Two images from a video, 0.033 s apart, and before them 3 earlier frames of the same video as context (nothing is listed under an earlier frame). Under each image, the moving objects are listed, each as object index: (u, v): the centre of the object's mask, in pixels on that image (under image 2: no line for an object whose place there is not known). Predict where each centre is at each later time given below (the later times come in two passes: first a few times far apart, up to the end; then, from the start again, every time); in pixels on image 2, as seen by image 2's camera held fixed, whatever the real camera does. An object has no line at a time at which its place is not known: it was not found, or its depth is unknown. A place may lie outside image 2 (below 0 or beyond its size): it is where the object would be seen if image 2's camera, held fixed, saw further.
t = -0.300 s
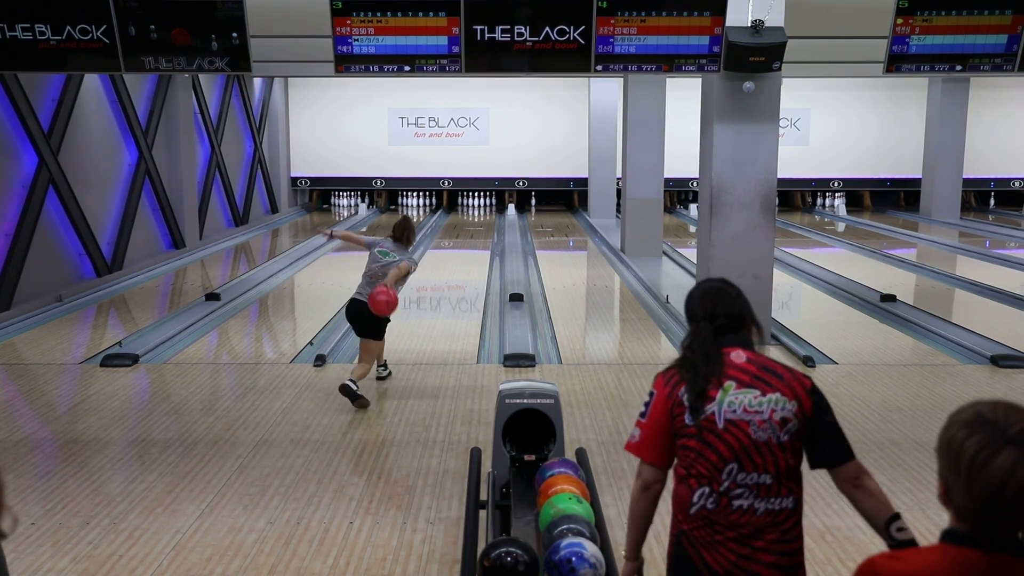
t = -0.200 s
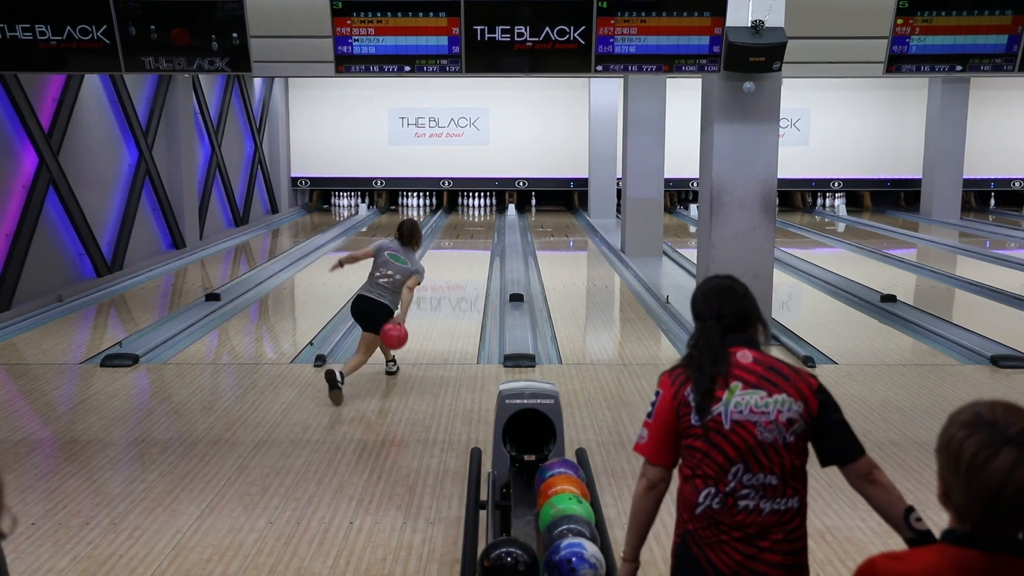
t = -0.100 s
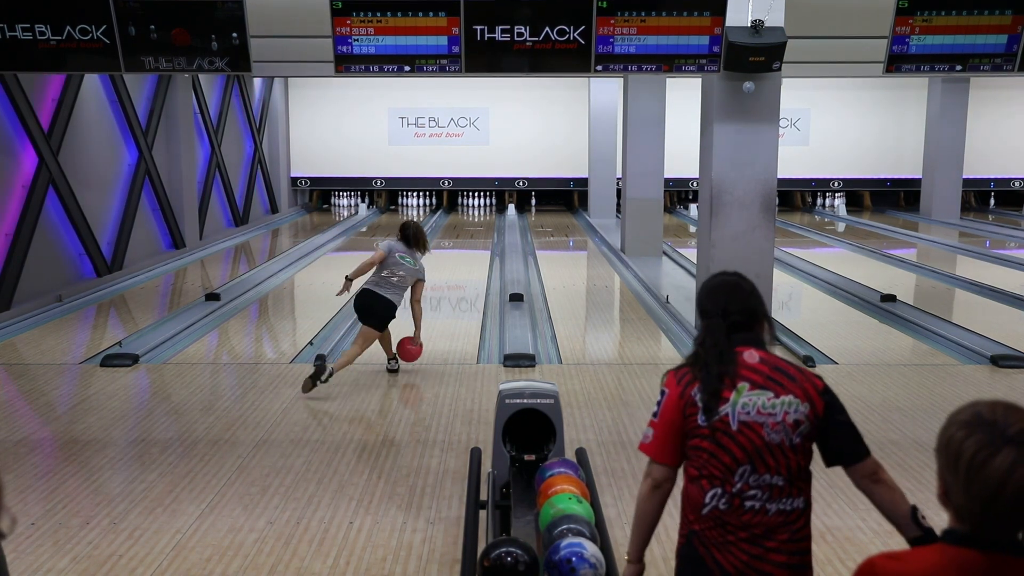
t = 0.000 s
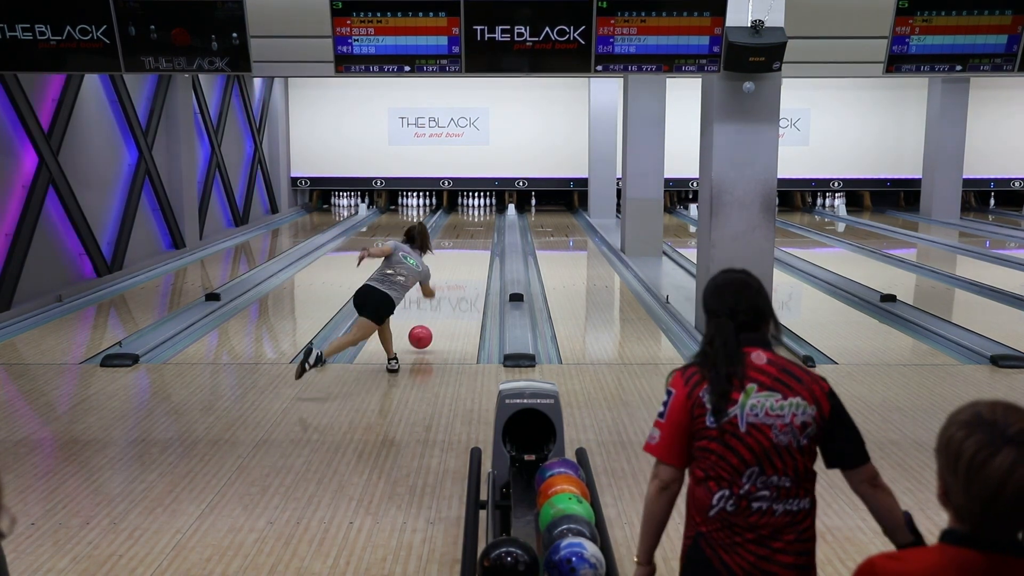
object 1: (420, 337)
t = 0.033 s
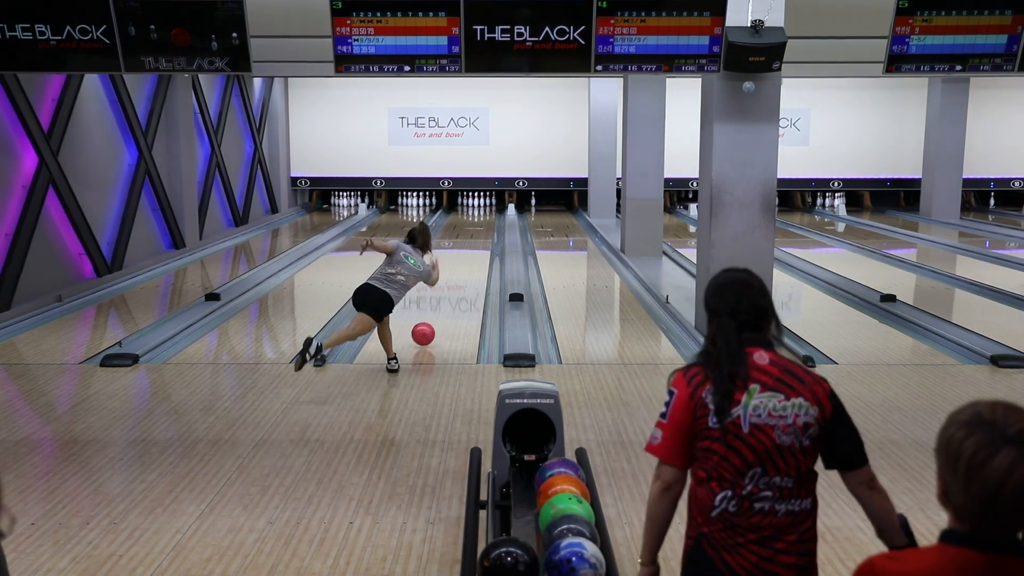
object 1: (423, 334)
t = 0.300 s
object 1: (442, 302)
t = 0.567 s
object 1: (456, 278)
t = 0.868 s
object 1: (466, 258)
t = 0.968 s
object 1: (469, 253)
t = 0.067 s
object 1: (426, 331)
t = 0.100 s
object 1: (429, 326)
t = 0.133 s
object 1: (431, 322)
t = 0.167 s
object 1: (434, 317)
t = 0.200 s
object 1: (436, 313)
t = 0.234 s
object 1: (438, 309)
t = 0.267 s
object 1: (440, 306)
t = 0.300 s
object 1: (442, 302)
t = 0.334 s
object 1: (444, 299)
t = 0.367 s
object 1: (446, 295)
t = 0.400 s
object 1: (448, 292)
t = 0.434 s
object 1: (451, 290)
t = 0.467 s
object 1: (451, 286)
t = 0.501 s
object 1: (453, 283)
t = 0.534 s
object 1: (454, 281)
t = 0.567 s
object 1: (456, 278)
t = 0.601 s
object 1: (457, 276)
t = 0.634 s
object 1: (458, 273)
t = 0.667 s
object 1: (460, 270)
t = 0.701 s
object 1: (461, 268)
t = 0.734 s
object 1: (462, 266)
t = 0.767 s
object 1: (463, 264)
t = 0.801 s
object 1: (464, 262)
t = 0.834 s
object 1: (465, 260)
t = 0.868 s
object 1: (466, 258)
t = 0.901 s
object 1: (467, 256)
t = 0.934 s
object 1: (468, 254)
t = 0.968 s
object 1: (469, 253)
